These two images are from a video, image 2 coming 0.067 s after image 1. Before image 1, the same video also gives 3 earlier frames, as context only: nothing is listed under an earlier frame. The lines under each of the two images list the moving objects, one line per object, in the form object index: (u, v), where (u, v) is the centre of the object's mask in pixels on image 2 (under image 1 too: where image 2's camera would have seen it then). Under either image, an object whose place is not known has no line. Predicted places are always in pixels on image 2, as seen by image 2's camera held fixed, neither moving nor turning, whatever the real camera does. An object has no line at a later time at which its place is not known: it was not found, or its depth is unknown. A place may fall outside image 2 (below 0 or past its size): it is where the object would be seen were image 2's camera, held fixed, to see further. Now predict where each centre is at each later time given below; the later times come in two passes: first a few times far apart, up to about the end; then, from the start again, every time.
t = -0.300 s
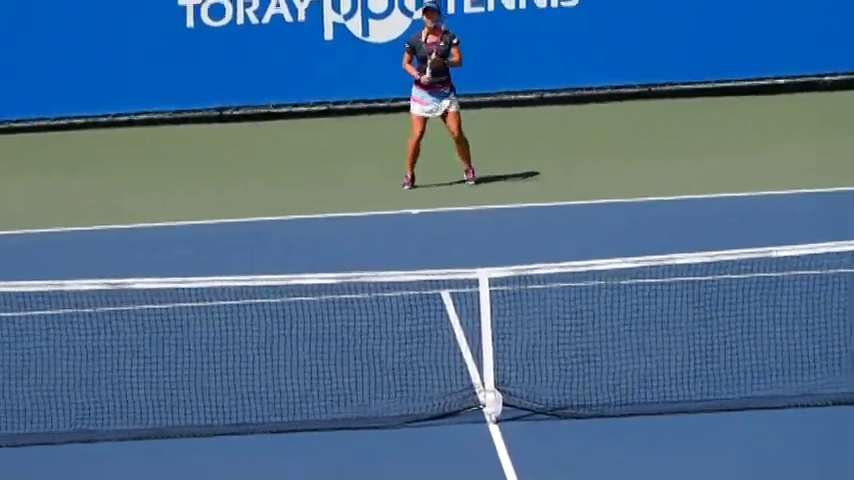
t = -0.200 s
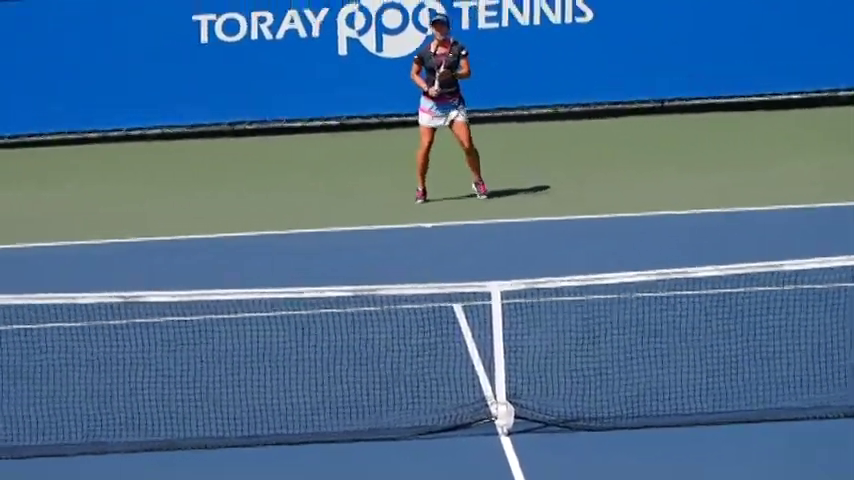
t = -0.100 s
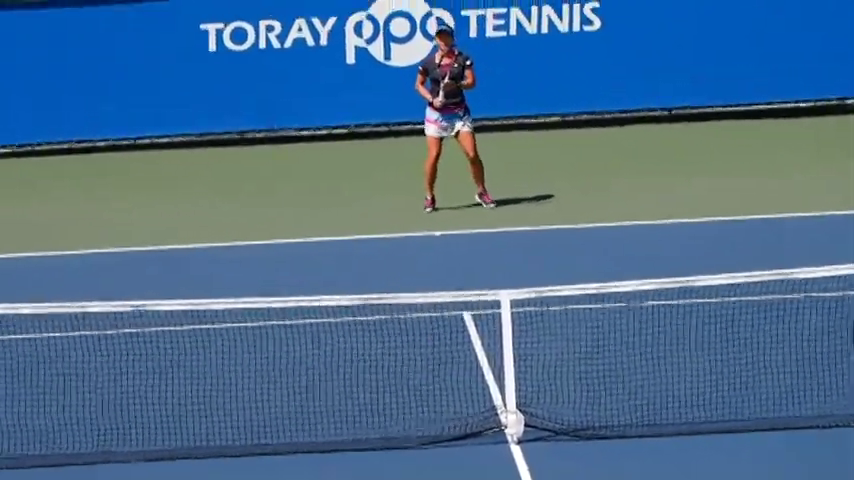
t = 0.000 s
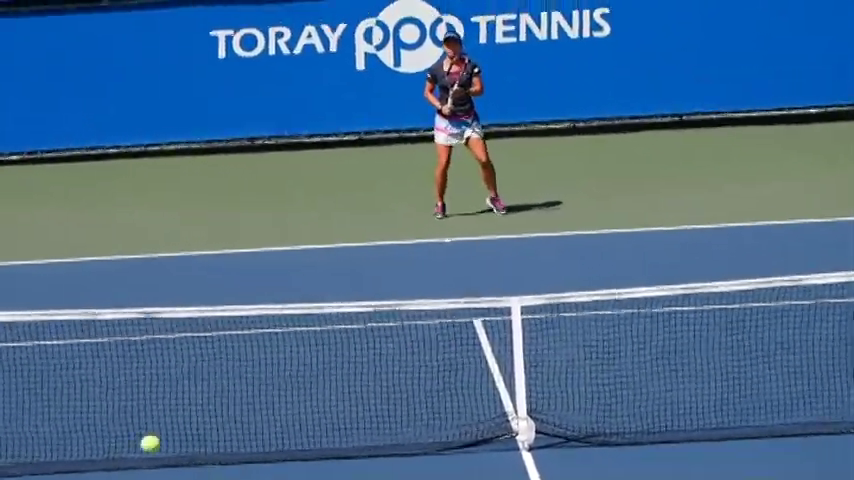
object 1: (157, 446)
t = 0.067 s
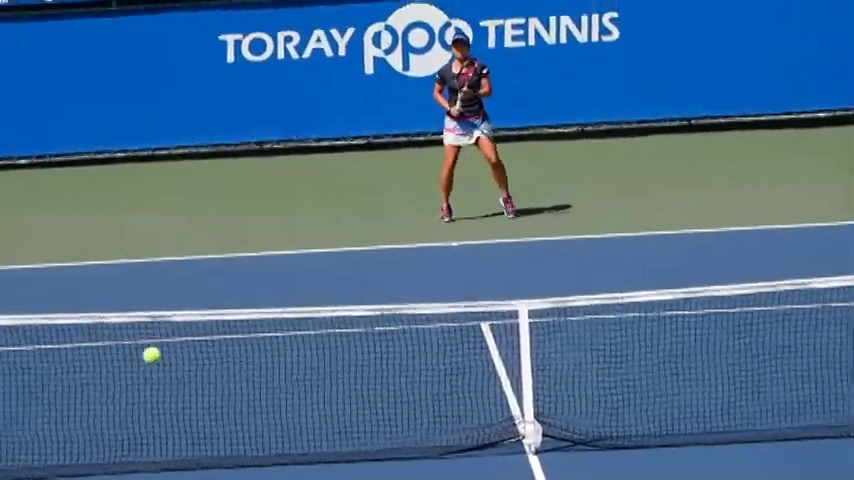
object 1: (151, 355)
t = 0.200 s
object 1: (145, 233)
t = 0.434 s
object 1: (133, 159)
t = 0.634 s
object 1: (127, 183)
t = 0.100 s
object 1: (149, 317)
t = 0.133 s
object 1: (147, 285)
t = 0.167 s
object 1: (146, 257)
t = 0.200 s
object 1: (145, 233)
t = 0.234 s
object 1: (142, 213)
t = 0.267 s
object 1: (141, 196)
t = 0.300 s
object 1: (140, 184)
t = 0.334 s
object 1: (139, 174)
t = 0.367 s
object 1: (136, 166)
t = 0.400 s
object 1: (133, 161)
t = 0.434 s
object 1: (133, 159)
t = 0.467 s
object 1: (132, 159)
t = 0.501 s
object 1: (130, 160)
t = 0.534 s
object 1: (130, 163)
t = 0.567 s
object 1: (131, 168)
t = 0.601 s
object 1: (128, 175)
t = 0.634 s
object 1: (127, 183)
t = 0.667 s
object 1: (127, 192)
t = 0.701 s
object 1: (127, 203)
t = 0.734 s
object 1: (128, 215)
